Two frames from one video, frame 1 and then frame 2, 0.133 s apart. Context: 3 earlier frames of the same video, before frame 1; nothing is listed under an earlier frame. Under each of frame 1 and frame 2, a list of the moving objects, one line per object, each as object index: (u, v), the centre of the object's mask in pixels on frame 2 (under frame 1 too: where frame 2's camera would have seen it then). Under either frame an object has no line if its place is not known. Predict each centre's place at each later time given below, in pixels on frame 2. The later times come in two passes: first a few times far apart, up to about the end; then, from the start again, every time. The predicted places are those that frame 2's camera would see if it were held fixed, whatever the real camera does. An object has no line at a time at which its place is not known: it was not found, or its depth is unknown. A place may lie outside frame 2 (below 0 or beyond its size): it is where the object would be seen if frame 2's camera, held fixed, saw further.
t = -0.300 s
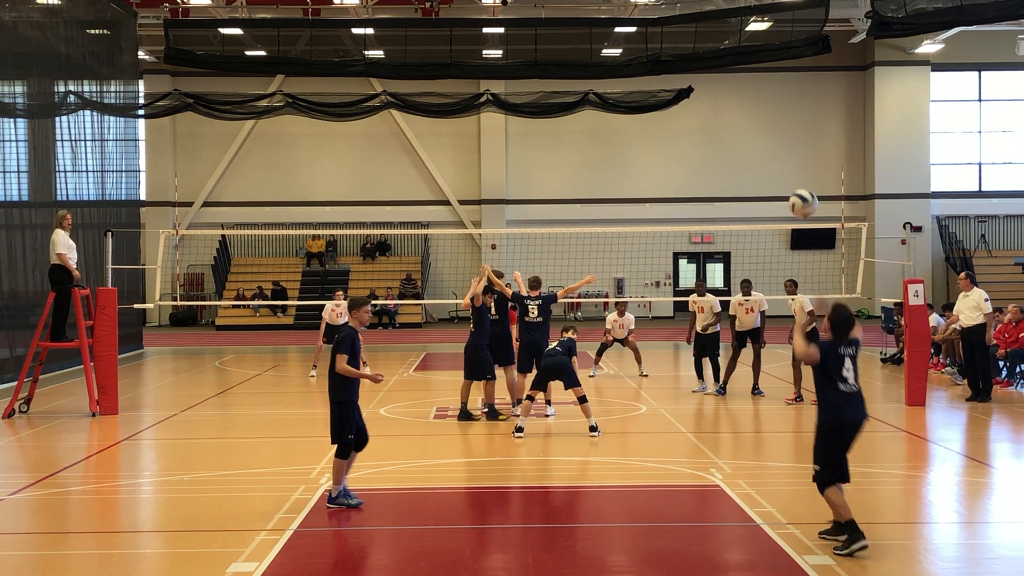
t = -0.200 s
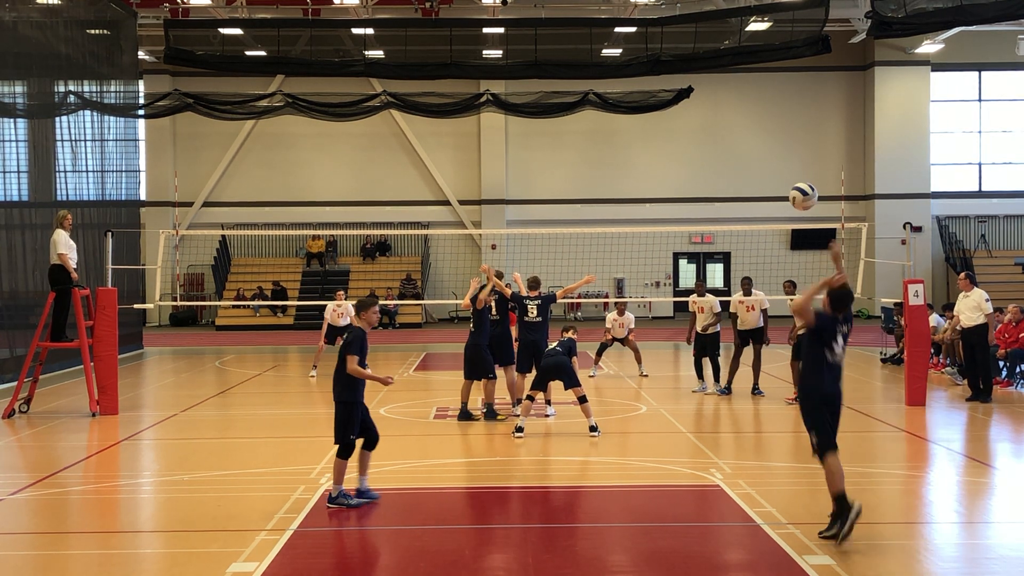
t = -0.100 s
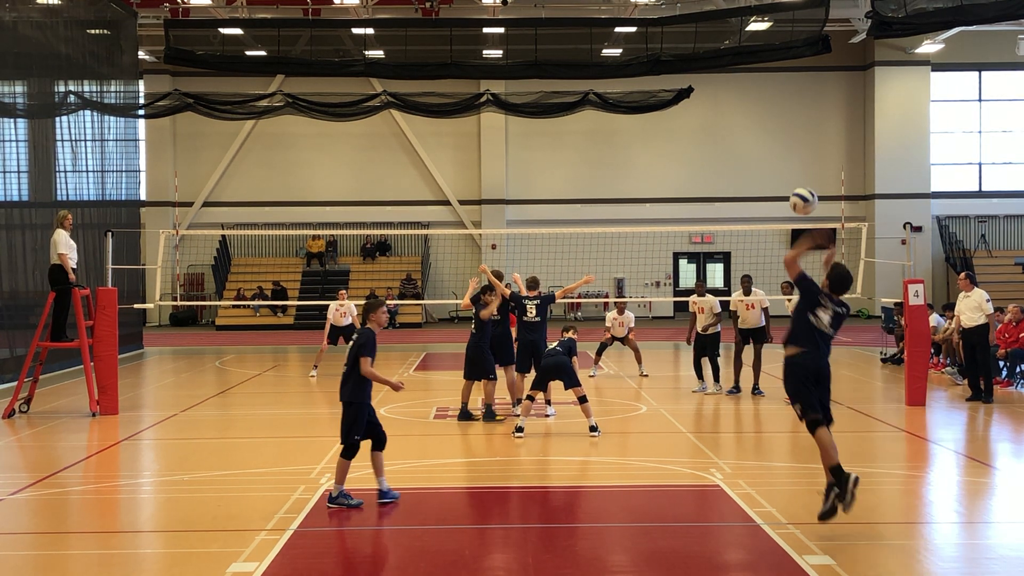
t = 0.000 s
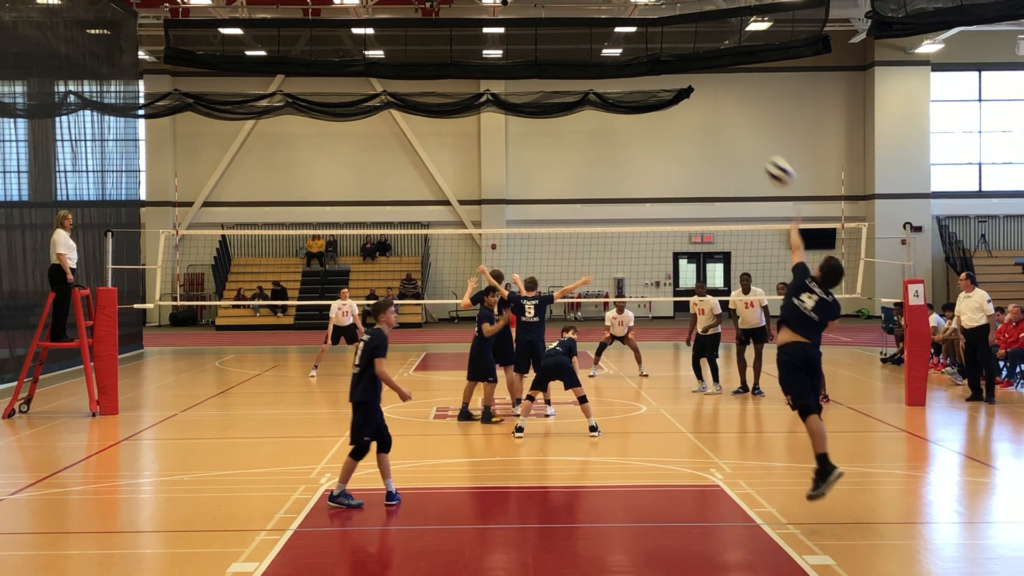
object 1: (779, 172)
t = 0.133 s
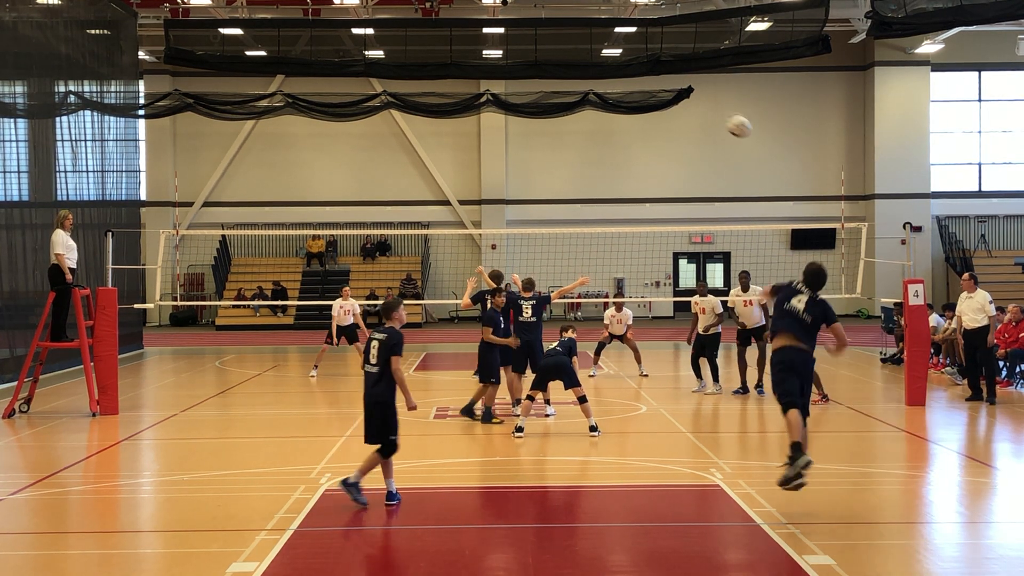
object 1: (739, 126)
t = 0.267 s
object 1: (707, 105)
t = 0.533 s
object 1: (663, 122)
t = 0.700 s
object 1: (646, 153)
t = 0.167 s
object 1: (730, 119)
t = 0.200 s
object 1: (722, 113)
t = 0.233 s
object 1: (714, 108)
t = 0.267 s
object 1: (707, 105)
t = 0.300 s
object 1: (700, 104)
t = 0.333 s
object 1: (694, 104)
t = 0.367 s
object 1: (688, 105)
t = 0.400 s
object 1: (683, 107)
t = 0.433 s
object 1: (677, 110)
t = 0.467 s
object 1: (672, 114)
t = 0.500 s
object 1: (668, 117)
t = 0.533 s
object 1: (663, 122)
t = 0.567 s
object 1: (660, 128)
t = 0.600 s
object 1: (656, 133)
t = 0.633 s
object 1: (652, 140)
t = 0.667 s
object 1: (649, 147)
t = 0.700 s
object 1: (646, 153)
